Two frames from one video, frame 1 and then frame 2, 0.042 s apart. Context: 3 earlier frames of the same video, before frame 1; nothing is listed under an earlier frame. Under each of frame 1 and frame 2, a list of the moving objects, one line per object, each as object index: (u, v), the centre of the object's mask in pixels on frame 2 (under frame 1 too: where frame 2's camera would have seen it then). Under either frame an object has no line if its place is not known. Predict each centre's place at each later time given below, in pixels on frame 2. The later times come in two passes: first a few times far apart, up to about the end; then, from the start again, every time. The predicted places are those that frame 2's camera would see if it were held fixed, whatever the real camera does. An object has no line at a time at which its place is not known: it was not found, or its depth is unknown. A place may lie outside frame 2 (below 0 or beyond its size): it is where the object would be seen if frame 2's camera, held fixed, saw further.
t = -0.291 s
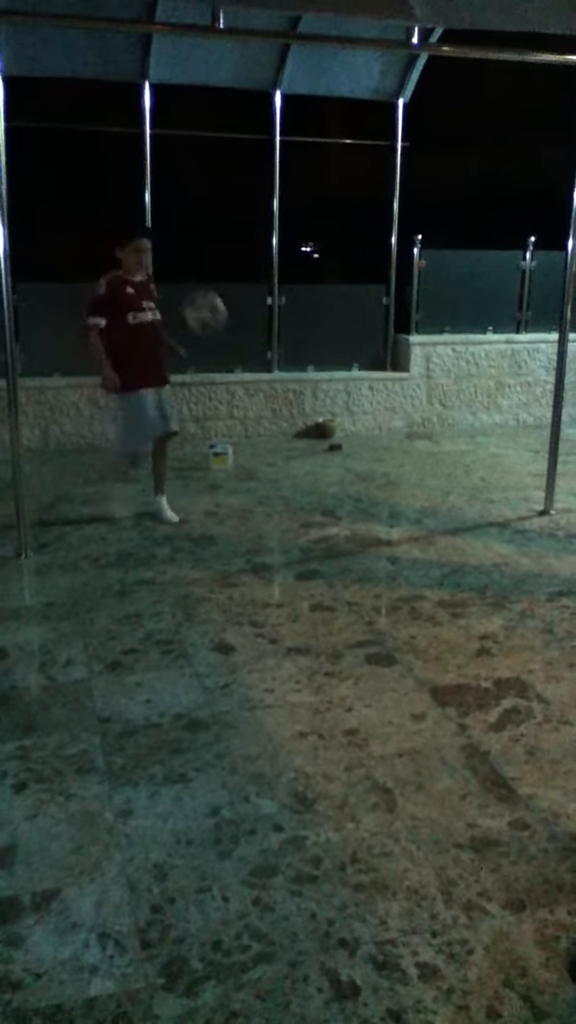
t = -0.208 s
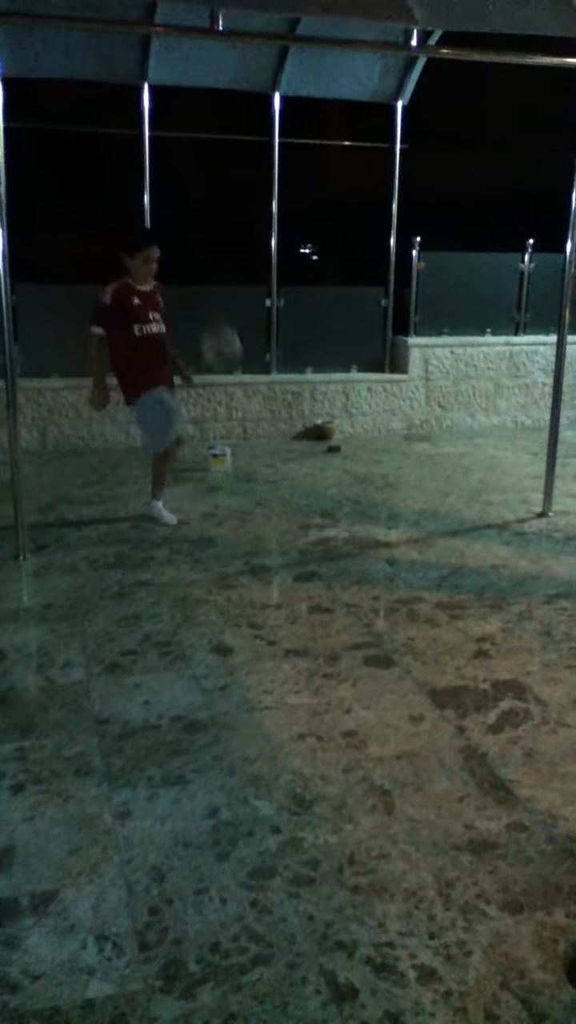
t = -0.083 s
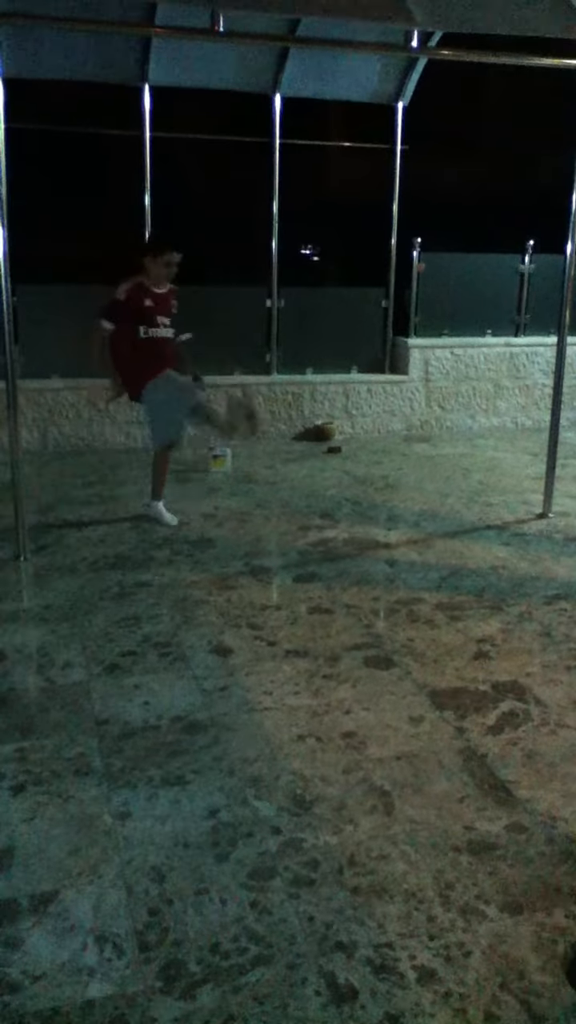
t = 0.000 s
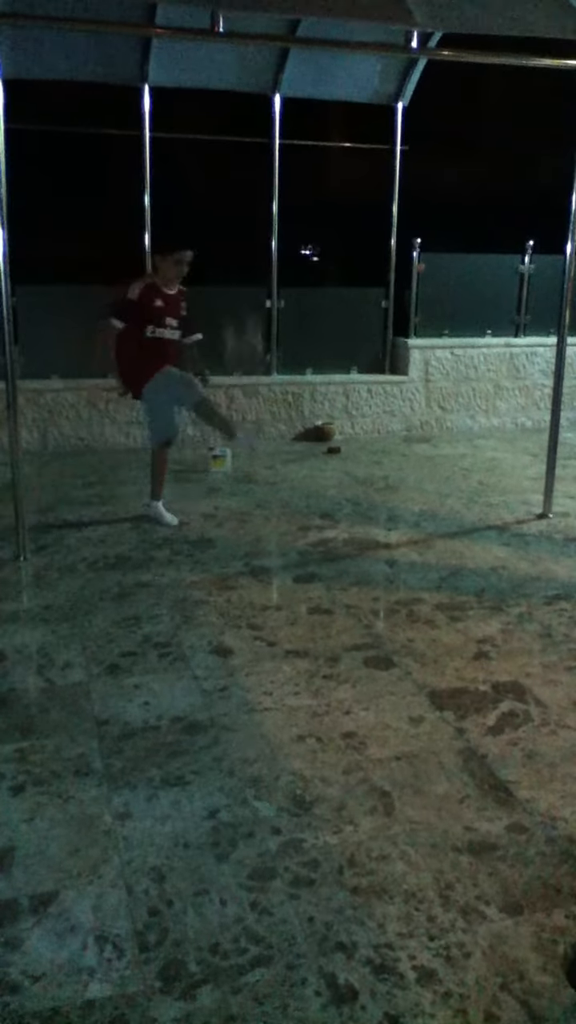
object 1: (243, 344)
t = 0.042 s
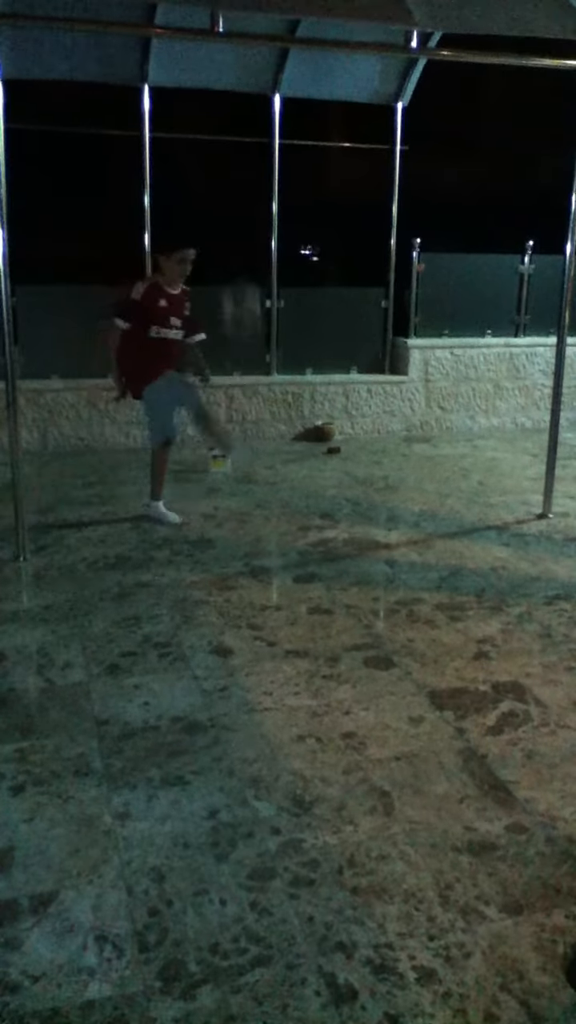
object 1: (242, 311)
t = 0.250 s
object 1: (228, 179)
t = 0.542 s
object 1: (209, 163)
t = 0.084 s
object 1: (238, 276)
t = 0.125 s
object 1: (235, 246)
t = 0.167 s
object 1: (233, 219)
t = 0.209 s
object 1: (230, 198)
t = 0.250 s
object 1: (228, 179)
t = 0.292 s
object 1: (225, 164)
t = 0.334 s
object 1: (223, 155)
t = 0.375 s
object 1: (221, 149)
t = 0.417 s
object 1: (218, 146)
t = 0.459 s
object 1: (215, 148)
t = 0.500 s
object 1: (213, 152)
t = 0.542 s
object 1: (209, 163)
